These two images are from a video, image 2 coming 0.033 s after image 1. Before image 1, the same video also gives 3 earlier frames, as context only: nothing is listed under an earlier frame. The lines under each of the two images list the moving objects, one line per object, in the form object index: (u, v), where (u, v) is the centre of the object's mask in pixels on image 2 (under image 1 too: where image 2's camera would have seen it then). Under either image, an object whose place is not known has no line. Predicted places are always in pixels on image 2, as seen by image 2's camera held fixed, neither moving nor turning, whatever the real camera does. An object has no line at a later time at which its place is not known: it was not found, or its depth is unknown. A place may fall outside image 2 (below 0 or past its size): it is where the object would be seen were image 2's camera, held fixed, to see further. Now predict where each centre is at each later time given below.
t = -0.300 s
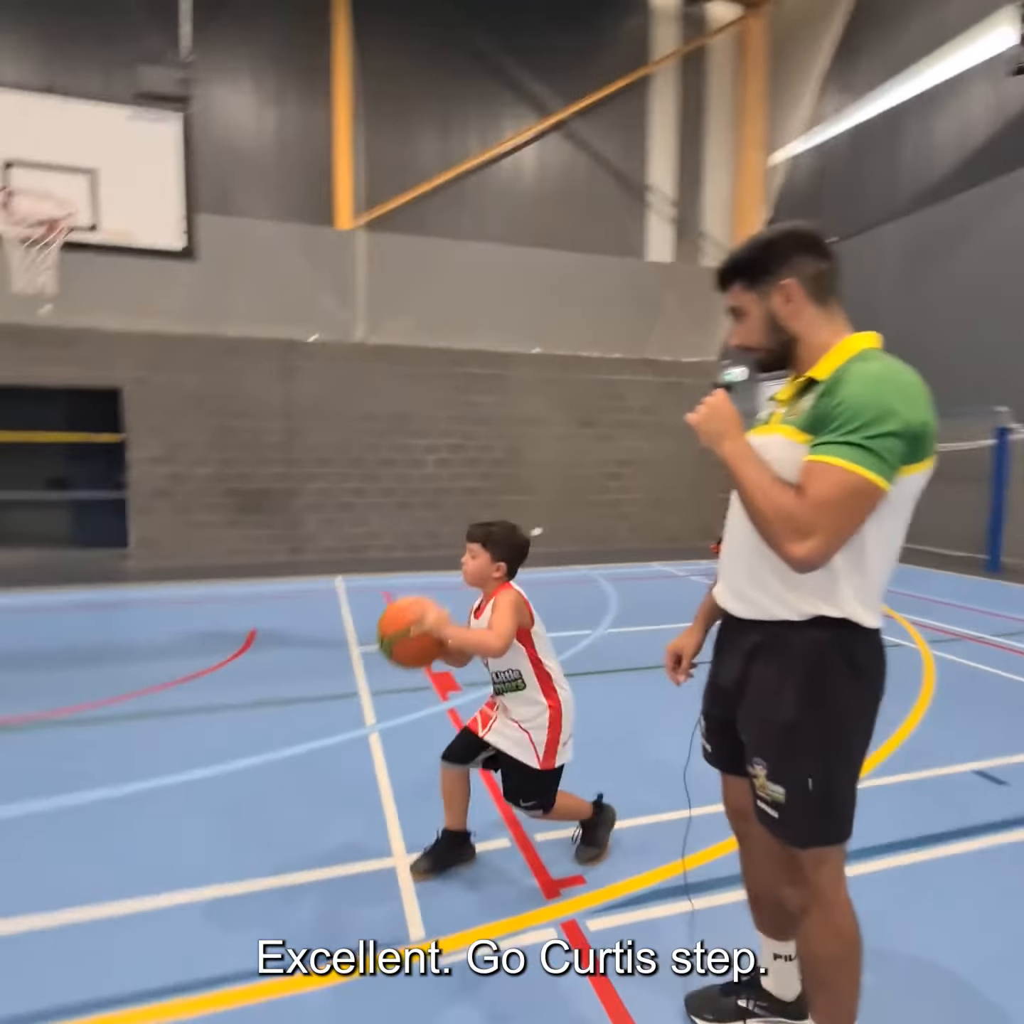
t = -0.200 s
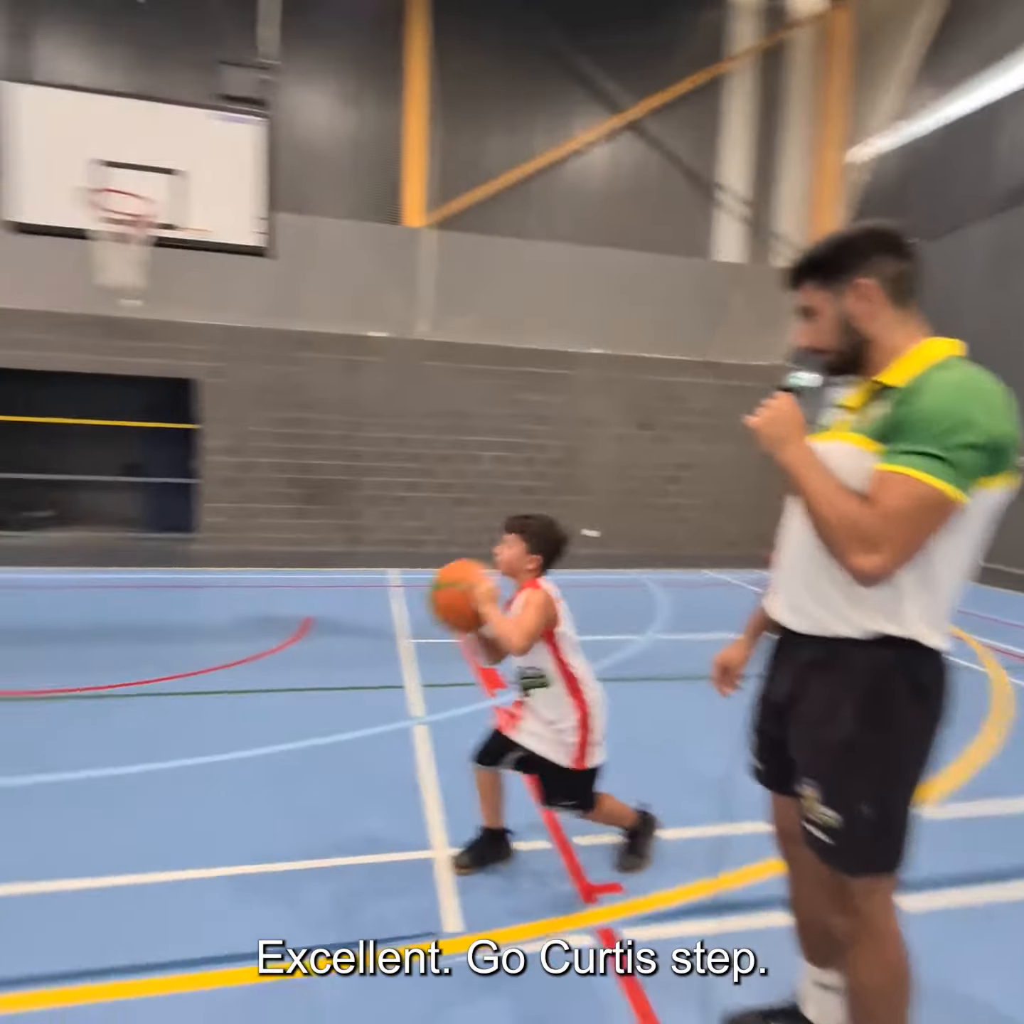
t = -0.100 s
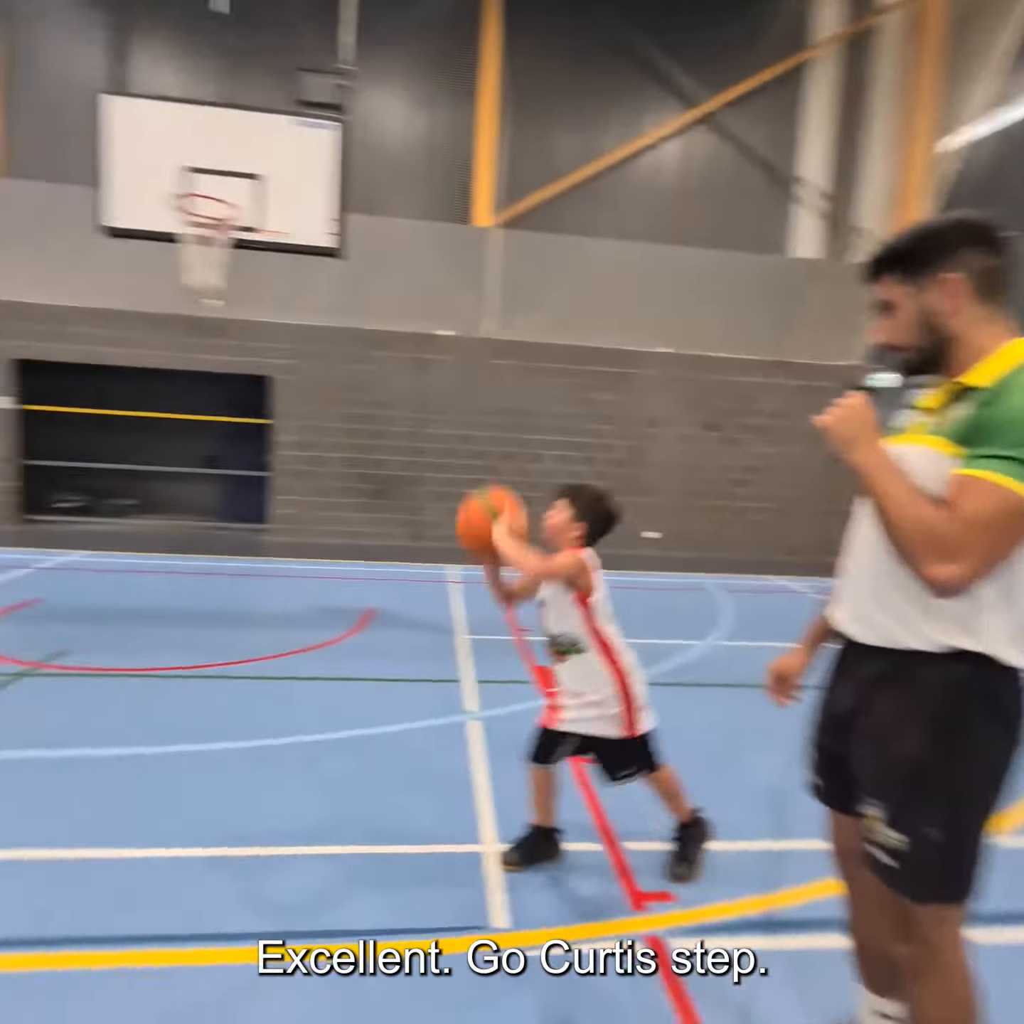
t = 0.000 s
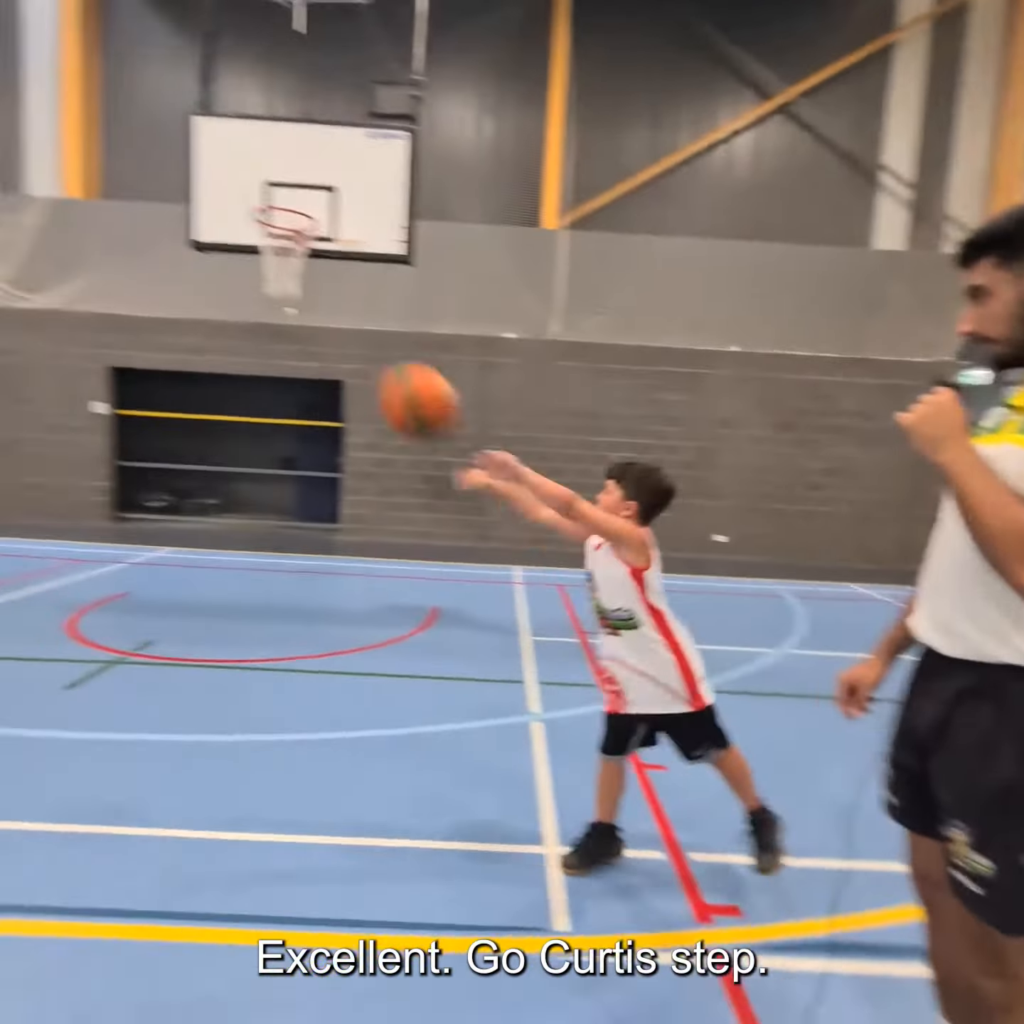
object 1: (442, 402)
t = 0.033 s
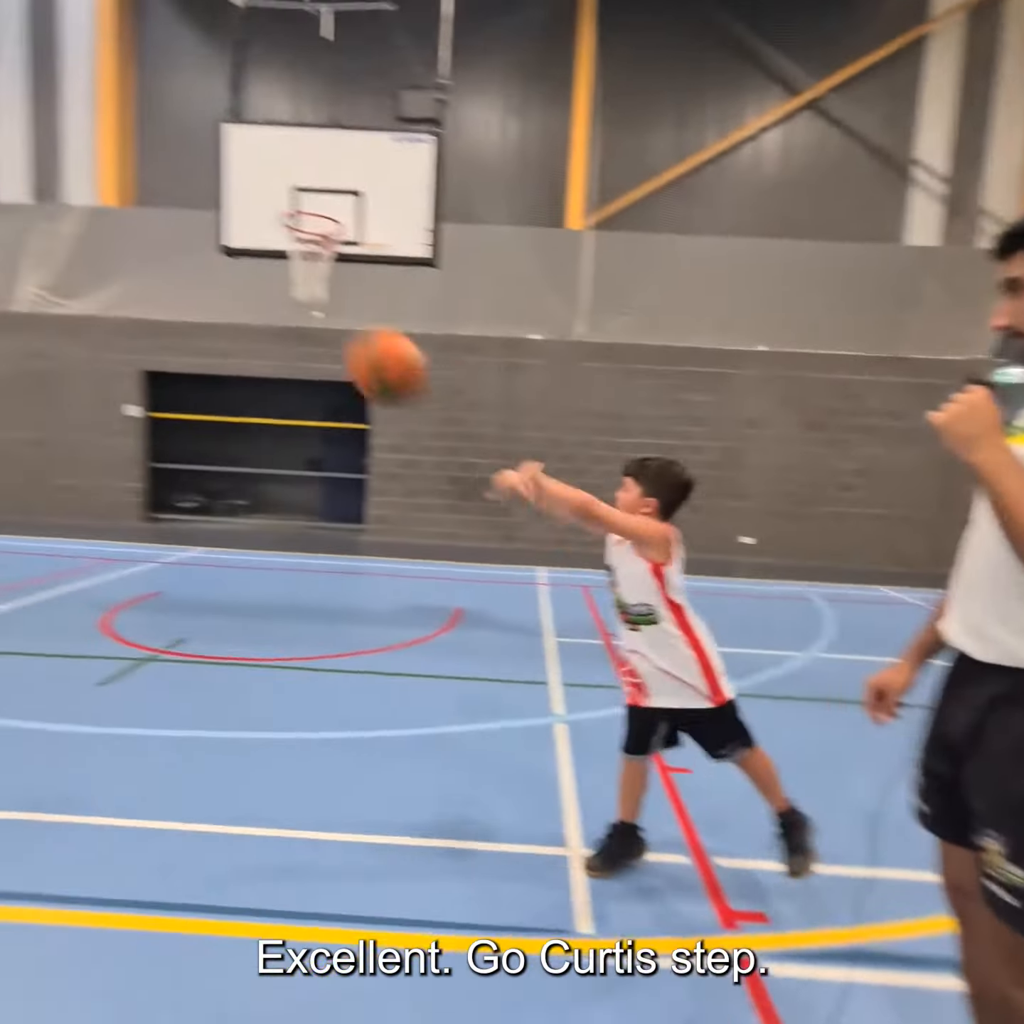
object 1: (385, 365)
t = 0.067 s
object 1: (332, 333)
